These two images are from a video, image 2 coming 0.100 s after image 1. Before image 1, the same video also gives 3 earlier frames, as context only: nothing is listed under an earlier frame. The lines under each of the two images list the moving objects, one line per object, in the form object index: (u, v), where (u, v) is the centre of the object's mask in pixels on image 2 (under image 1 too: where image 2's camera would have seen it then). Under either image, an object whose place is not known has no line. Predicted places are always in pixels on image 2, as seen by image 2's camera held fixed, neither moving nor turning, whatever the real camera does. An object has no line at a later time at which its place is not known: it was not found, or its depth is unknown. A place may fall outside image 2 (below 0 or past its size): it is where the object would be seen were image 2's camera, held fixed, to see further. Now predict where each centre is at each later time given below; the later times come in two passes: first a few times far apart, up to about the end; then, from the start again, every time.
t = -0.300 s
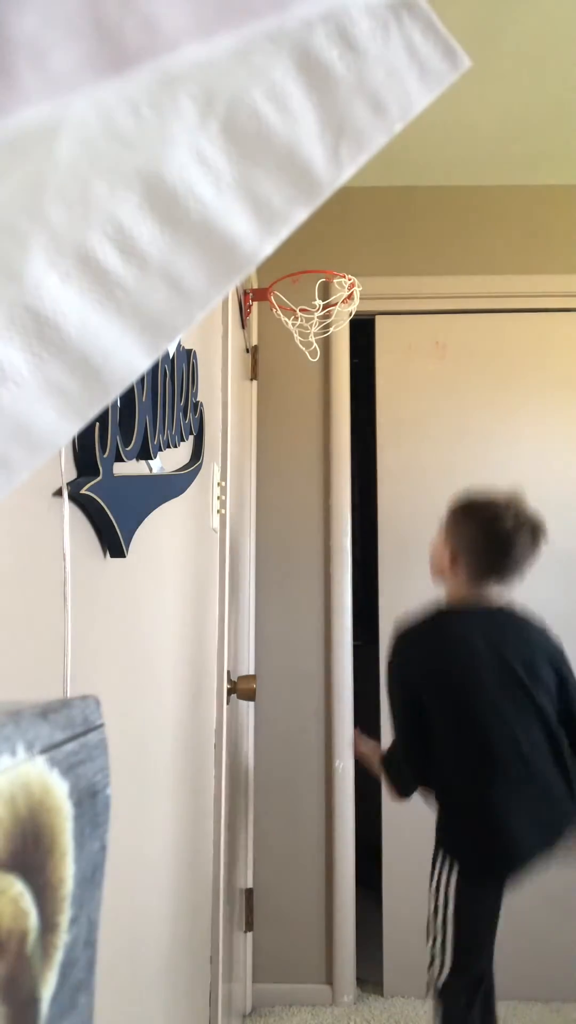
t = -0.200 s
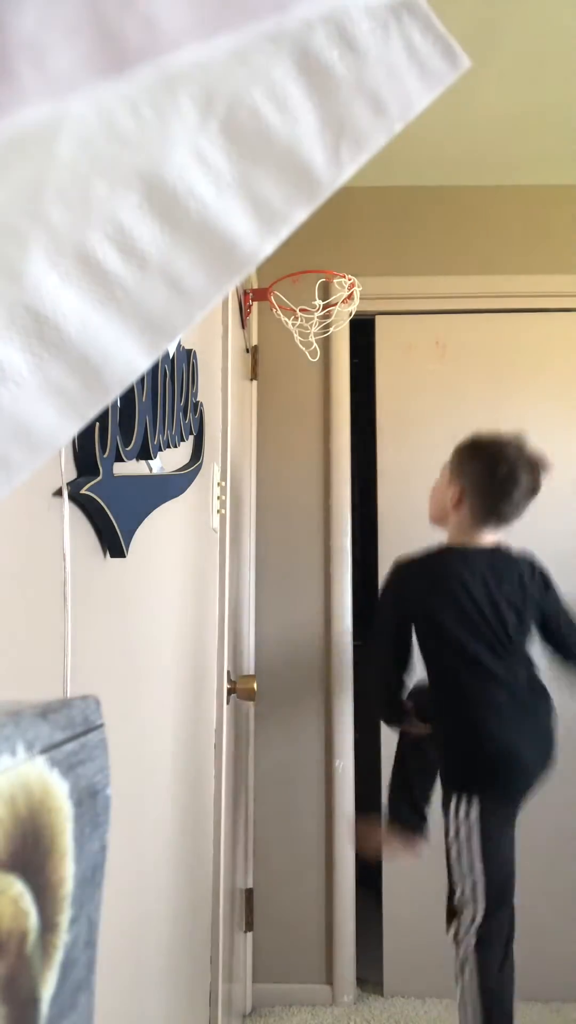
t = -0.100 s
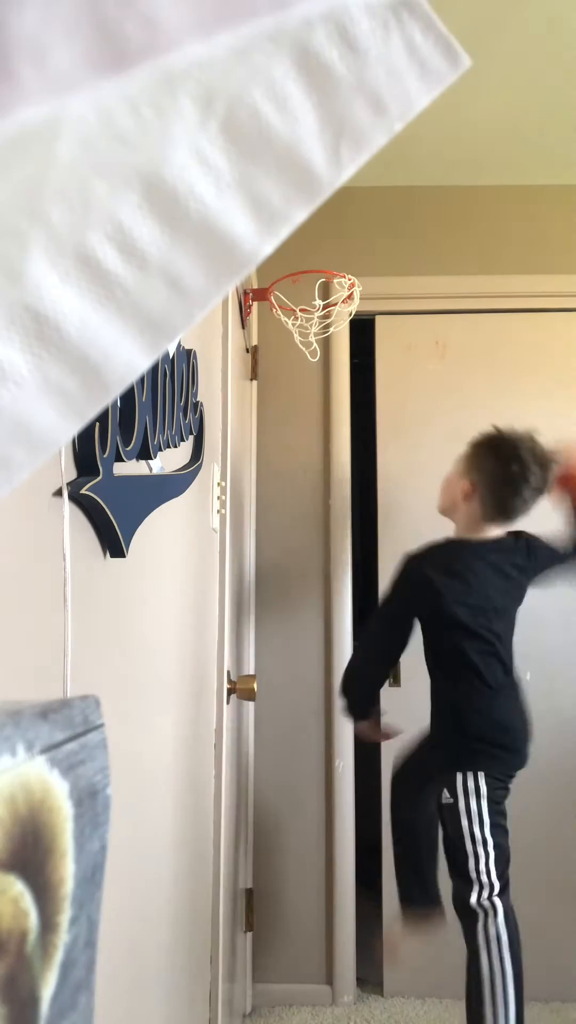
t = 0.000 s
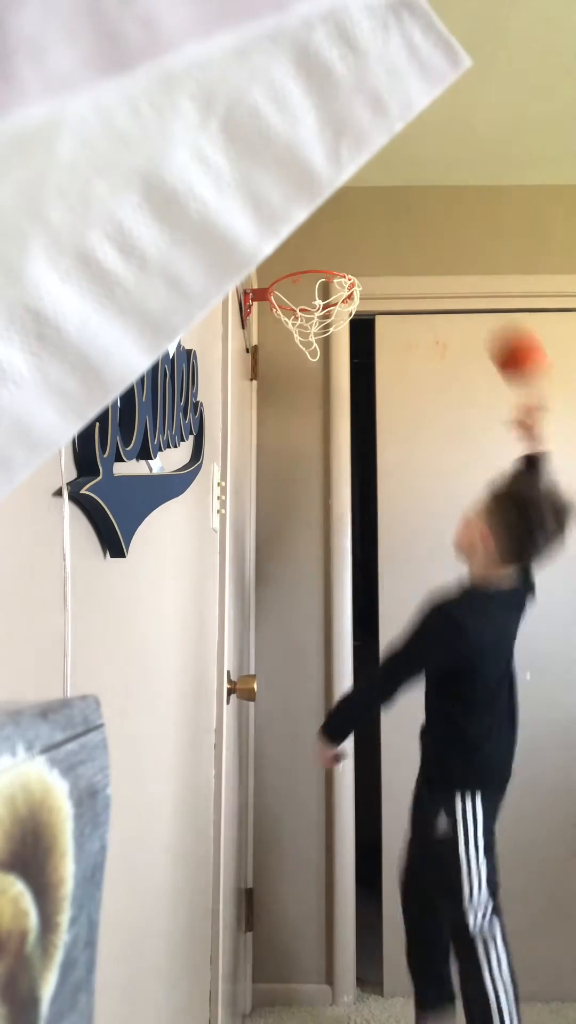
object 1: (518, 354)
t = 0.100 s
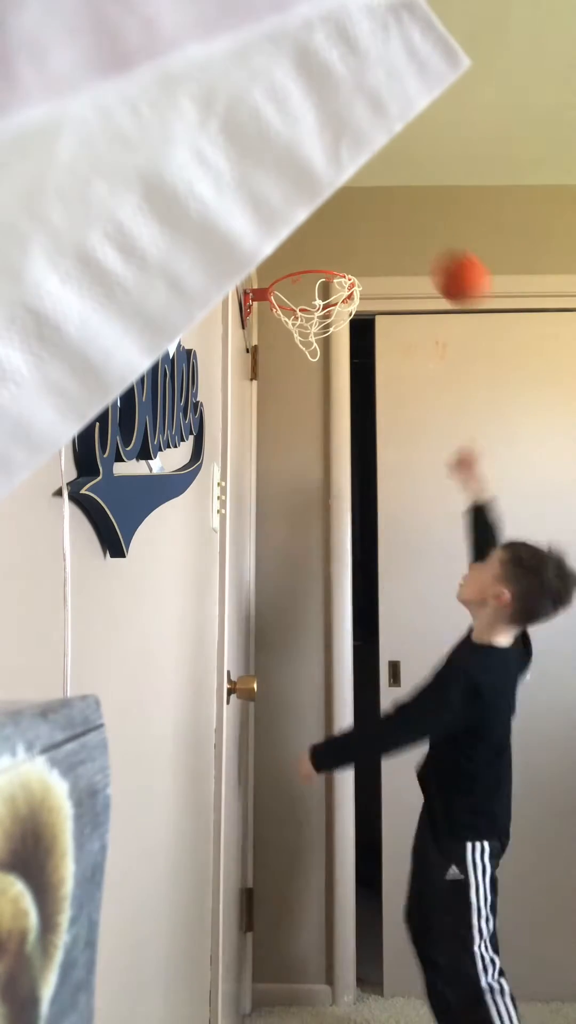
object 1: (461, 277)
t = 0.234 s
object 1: (385, 233)
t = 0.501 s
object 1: (292, 270)
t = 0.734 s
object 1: (320, 341)
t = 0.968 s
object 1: (367, 542)
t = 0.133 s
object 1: (443, 260)
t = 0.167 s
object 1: (424, 248)
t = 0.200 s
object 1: (405, 238)
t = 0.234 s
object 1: (385, 233)
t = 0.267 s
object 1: (366, 231)
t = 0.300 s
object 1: (347, 233)
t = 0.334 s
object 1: (329, 240)
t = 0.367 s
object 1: (311, 252)
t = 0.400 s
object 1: (301, 260)
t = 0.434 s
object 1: (297, 261)
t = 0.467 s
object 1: (294, 265)
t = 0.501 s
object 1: (292, 270)
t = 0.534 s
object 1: (292, 278)
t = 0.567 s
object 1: (293, 287)
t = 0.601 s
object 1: (296, 296)
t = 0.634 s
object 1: (301, 304)
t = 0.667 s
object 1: (308, 313)
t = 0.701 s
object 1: (312, 326)
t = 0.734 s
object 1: (320, 341)
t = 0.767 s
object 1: (327, 360)
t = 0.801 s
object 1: (334, 377)
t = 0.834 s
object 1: (342, 401)
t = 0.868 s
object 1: (350, 429)
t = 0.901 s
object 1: (357, 461)
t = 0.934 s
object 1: (362, 499)
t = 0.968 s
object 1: (367, 542)
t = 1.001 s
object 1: (372, 589)
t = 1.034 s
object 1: (377, 637)
